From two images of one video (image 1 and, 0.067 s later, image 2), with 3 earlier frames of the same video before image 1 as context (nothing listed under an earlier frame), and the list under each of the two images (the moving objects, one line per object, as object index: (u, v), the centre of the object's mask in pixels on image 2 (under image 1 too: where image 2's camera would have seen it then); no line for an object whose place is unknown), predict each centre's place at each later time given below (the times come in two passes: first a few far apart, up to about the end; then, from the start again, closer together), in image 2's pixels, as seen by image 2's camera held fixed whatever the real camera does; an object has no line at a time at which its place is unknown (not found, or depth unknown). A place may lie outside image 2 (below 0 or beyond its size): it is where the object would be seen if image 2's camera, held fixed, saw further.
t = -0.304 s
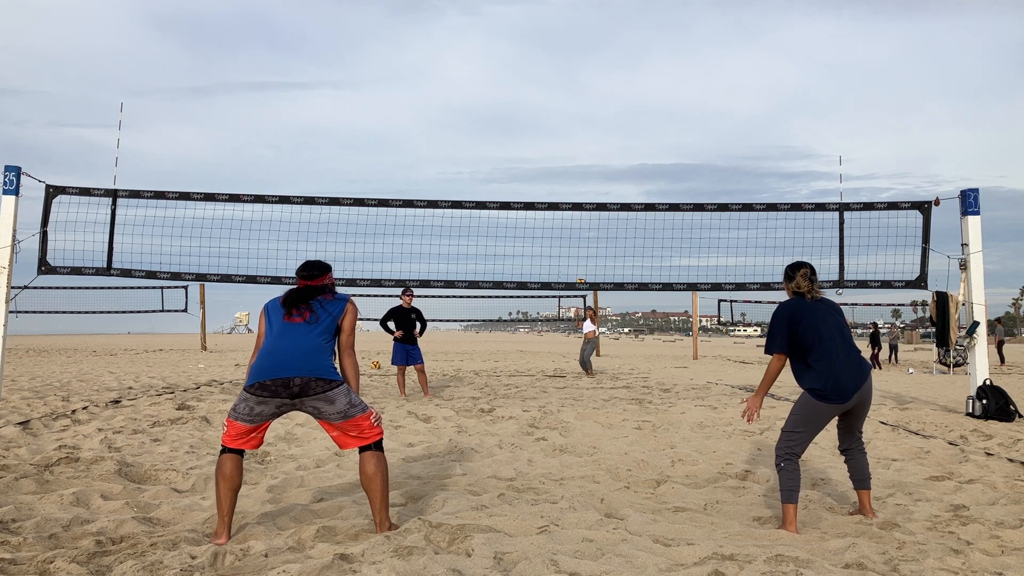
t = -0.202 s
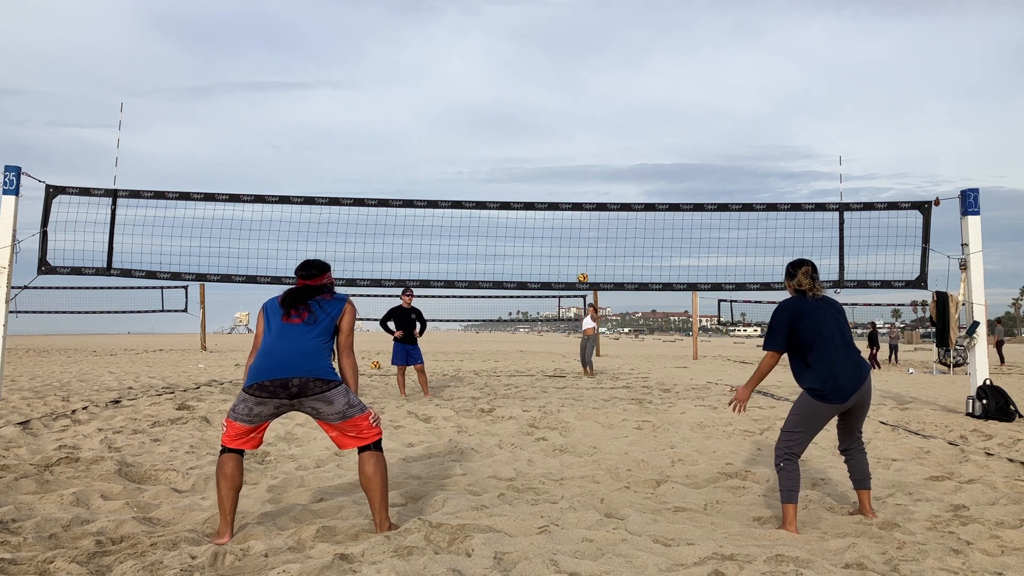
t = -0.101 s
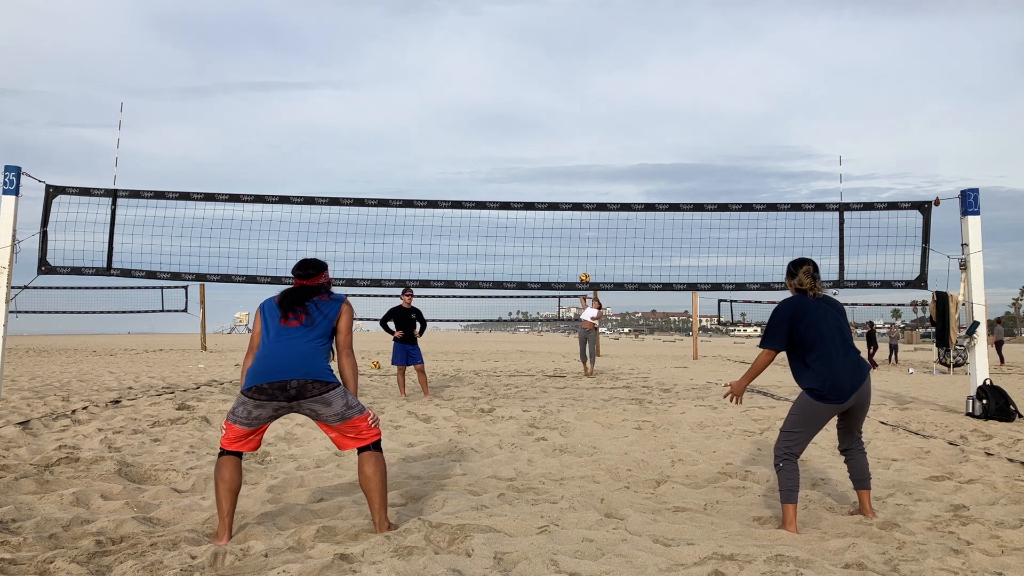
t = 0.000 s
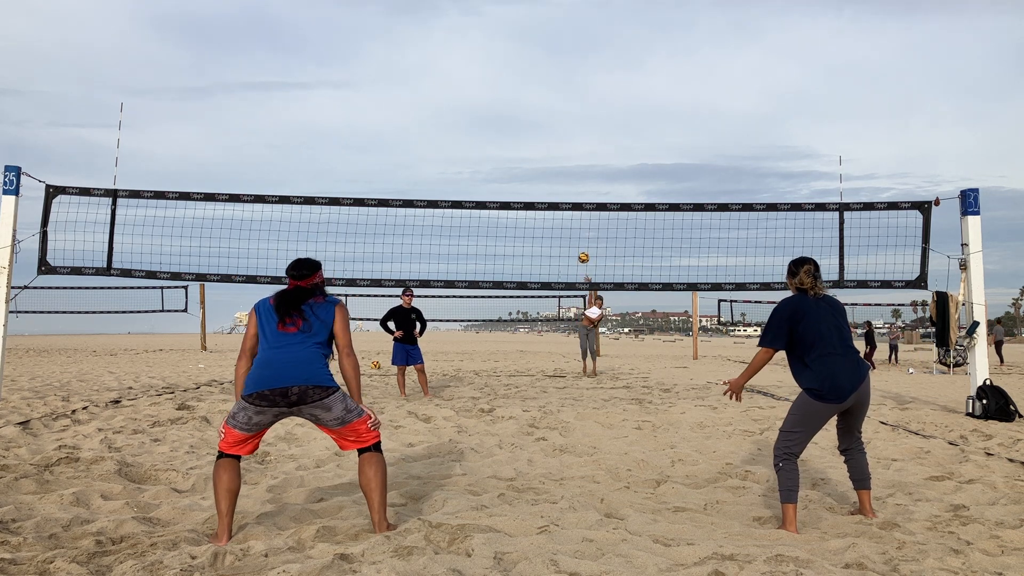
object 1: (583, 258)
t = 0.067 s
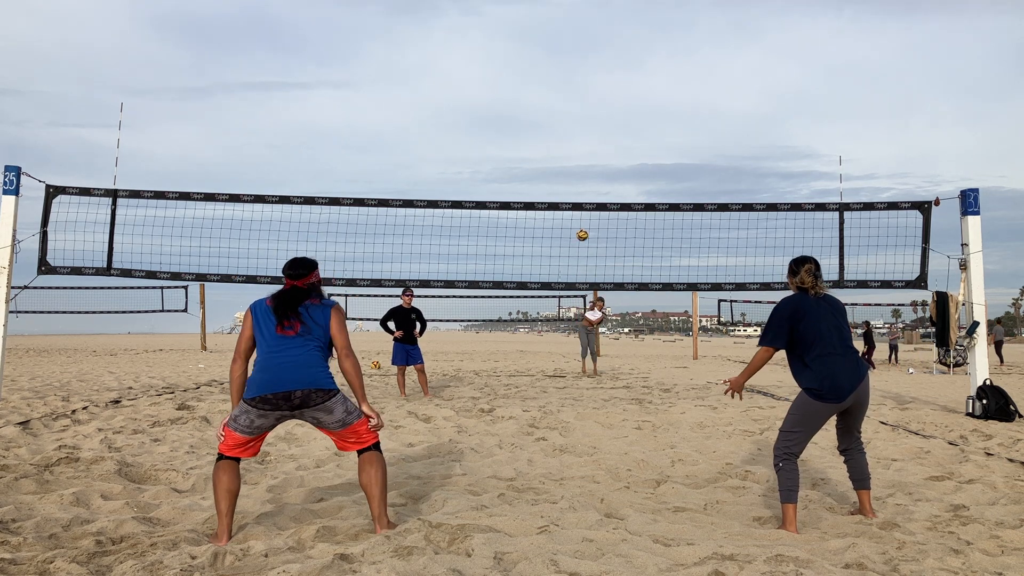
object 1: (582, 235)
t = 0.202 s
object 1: (577, 191)
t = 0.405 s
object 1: (568, 132)
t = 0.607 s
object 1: (558, 88)
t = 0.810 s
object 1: (545, 71)
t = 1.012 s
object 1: (535, 94)
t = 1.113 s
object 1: (532, 133)
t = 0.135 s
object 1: (580, 215)
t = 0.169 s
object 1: (578, 200)
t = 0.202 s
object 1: (577, 191)
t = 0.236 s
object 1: (576, 181)
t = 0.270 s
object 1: (574, 171)
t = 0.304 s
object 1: (573, 161)
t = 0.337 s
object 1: (571, 151)
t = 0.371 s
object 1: (570, 142)
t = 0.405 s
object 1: (568, 132)
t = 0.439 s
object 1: (567, 124)
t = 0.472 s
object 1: (565, 116)
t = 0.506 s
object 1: (564, 108)
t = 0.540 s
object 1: (562, 101)
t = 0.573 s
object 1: (560, 94)
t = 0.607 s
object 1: (558, 88)
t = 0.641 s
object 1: (556, 83)
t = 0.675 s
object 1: (554, 79)
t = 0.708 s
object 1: (552, 76)
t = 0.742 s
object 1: (550, 73)
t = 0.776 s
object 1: (547, 71)
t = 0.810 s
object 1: (545, 71)
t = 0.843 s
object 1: (543, 71)
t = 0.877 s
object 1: (541, 73)
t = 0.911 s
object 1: (539, 76)
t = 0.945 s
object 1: (537, 80)
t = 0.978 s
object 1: (536, 86)
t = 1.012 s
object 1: (535, 94)
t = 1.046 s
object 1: (534, 104)
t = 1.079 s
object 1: (533, 117)
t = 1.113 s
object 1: (532, 133)
